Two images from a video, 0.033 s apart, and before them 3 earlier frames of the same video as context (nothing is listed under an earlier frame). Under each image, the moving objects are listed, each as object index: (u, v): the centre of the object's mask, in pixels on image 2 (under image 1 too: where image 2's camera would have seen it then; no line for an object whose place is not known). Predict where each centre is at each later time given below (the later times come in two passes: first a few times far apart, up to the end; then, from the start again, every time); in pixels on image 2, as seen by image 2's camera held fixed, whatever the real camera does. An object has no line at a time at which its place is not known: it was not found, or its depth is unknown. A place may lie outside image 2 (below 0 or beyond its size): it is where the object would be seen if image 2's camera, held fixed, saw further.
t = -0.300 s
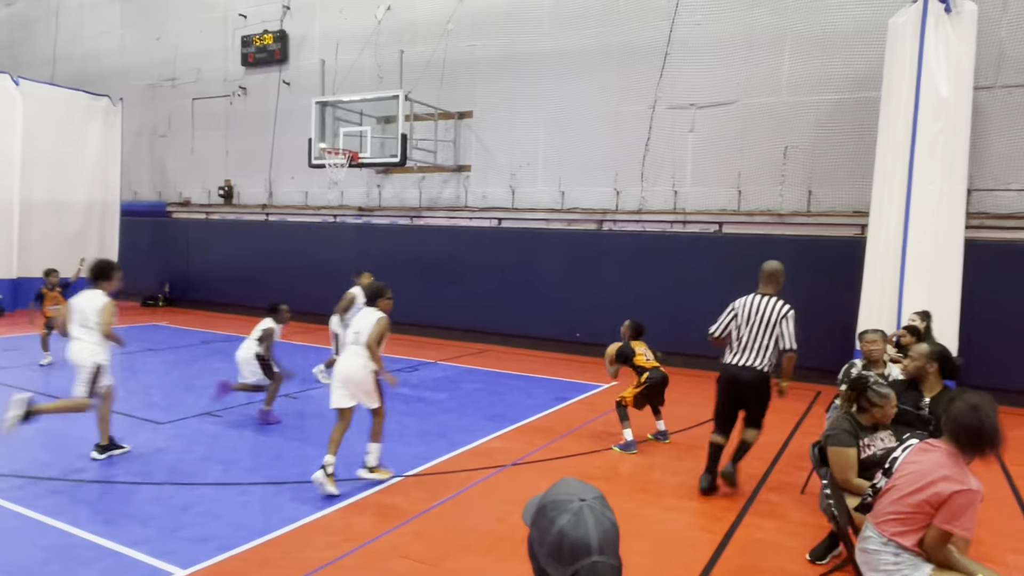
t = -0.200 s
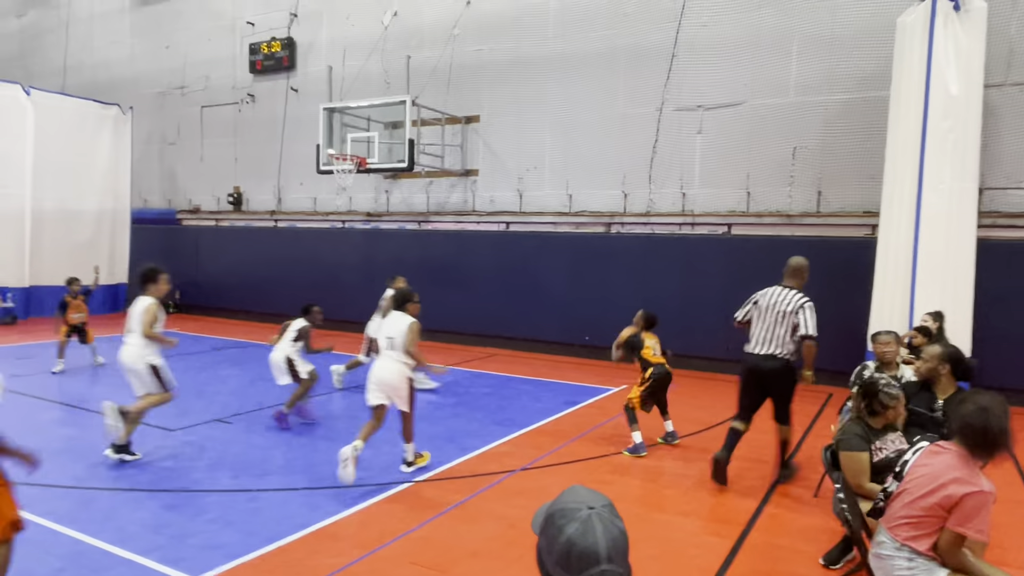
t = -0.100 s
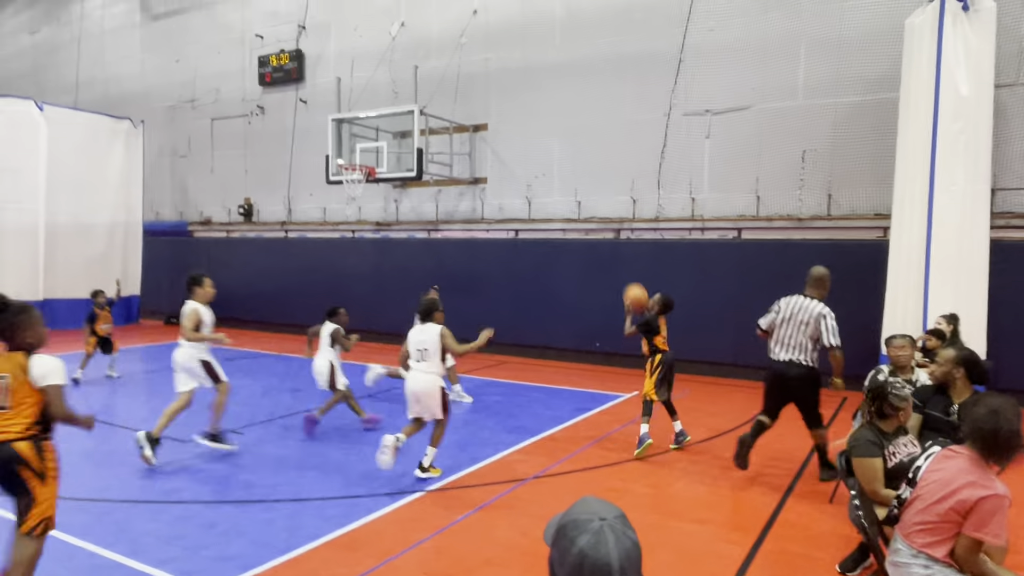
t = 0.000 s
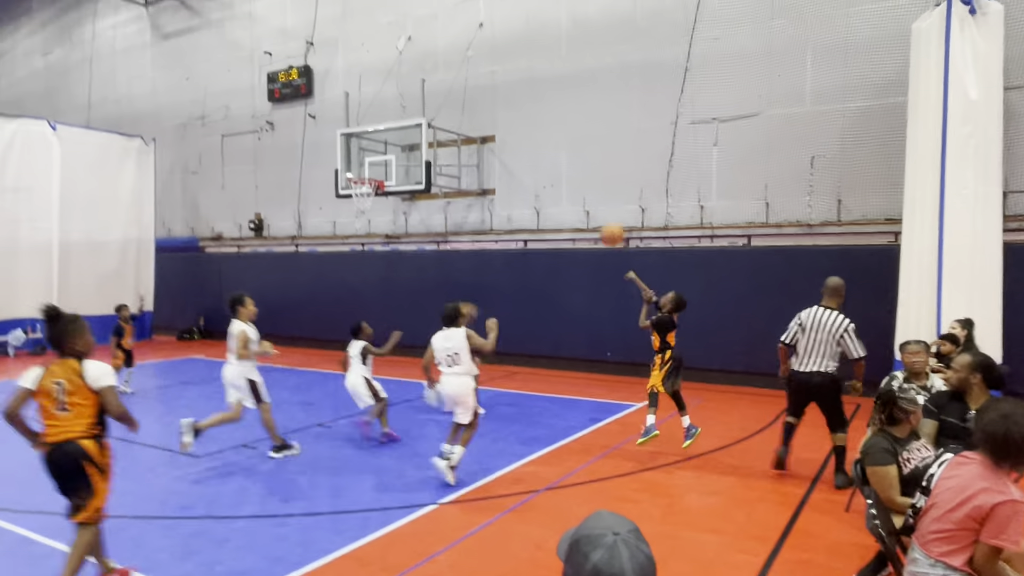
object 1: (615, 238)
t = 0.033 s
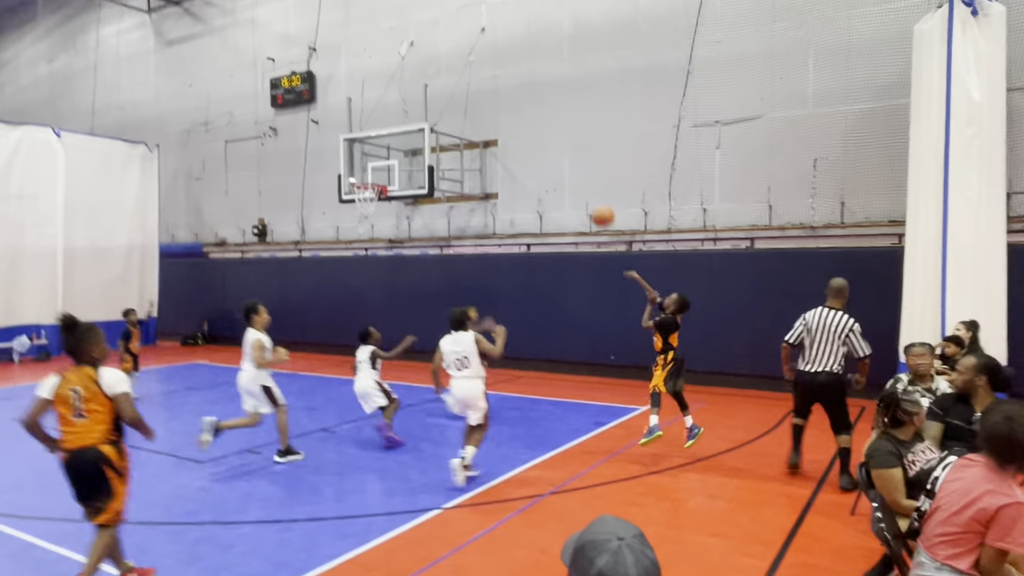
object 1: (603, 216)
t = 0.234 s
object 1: (542, 124)
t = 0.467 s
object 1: (483, 75)
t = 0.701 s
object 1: (437, 76)
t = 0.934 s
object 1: (399, 114)
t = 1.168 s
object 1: (367, 177)
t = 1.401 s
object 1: (364, 127)
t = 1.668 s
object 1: (363, 98)
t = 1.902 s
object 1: (362, 111)
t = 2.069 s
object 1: (363, 145)
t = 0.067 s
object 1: (592, 196)
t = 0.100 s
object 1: (581, 179)
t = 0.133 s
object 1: (571, 163)
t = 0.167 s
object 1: (561, 148)
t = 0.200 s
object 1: (551, 136)
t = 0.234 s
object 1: (542, 124)
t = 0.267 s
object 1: (532, 113)
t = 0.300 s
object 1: (524, 104)
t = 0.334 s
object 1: (515, 96)
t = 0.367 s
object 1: (507, 89)
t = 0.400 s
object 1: (499, 84)
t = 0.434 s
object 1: (491, 79)
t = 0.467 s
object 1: (483, 75)
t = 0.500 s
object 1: (476, 73)
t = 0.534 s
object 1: (469, 71)
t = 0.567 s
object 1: (462, 70)
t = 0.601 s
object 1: (456, 71)
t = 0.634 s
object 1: (449, 72)
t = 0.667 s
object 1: (443, 74)
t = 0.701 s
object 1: (437, 76)
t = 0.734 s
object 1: (431, 80)
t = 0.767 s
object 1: (425, 84)
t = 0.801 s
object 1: (420, 89)
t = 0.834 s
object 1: (414, 94)
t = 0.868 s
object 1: (409, 100)
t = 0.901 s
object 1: (404, 107)
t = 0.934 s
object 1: (399, 114)
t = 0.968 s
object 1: (394, 121)
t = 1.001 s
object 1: (389, 130)
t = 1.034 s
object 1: (384, 138)
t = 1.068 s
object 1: (380, 147)
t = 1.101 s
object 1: (375, 157)
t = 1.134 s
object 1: (371, 167)
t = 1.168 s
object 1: (367, 177)
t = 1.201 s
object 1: (365, 177)
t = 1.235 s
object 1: (365, 167)
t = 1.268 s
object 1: (364, 159)
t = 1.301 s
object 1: (364, 150)
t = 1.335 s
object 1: (364, 141)
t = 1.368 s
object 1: (364, 134)
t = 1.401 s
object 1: (364, 127)
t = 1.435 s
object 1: (364, 122)
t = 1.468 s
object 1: (364, 116)
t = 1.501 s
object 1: (363, 112)
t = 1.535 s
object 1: (363, 107)
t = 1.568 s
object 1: (363, 104)
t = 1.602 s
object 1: (363, 101)
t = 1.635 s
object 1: (363, 99)
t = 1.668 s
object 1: (363, 98)
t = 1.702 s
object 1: (363, 97)
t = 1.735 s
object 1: (363, 97)
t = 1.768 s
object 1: (362, 98)
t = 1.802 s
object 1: (362, 100)
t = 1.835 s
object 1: (362, 103)
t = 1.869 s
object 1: (362, 106)
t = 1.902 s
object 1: (362, 111)
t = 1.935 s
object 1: (362, 116)
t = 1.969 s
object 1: (362, 122)
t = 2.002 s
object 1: (362, 128)
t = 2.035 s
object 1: (363, 136)
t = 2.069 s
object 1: (363, 145)
